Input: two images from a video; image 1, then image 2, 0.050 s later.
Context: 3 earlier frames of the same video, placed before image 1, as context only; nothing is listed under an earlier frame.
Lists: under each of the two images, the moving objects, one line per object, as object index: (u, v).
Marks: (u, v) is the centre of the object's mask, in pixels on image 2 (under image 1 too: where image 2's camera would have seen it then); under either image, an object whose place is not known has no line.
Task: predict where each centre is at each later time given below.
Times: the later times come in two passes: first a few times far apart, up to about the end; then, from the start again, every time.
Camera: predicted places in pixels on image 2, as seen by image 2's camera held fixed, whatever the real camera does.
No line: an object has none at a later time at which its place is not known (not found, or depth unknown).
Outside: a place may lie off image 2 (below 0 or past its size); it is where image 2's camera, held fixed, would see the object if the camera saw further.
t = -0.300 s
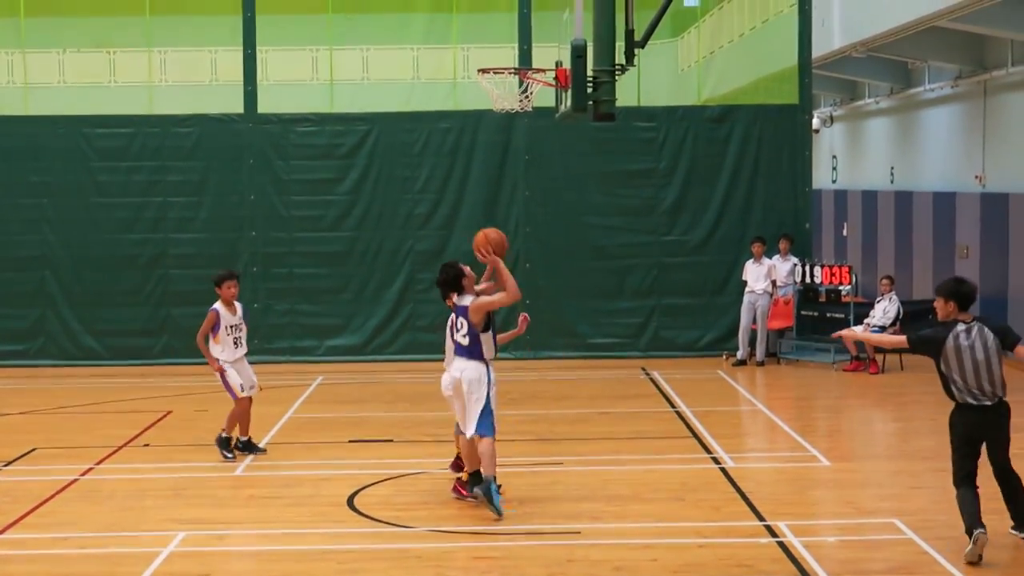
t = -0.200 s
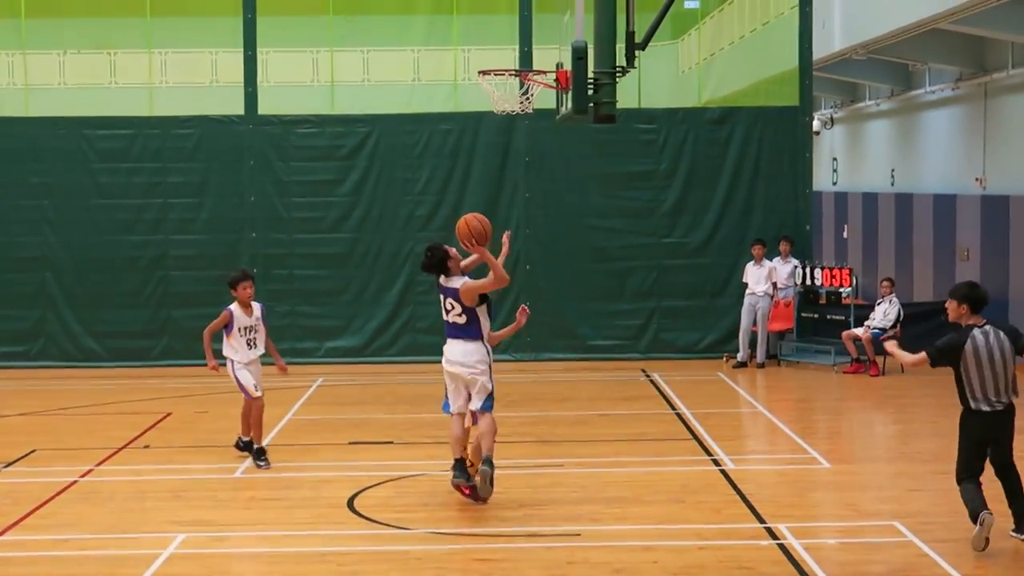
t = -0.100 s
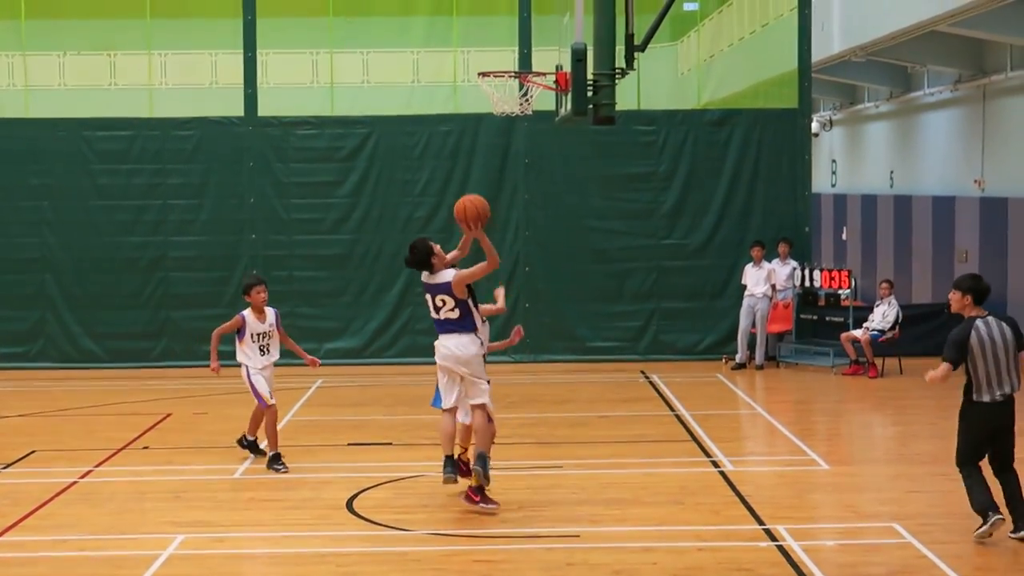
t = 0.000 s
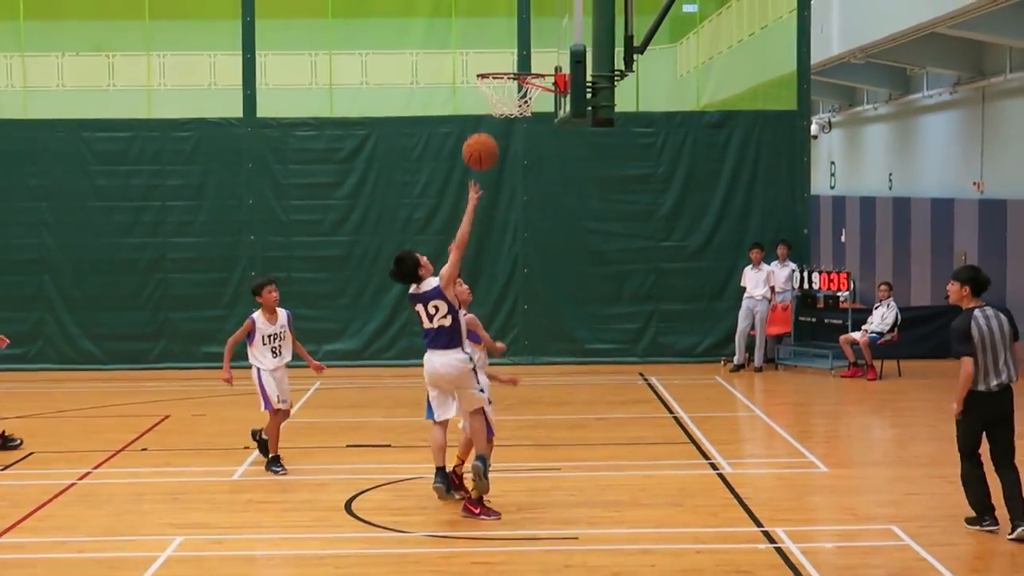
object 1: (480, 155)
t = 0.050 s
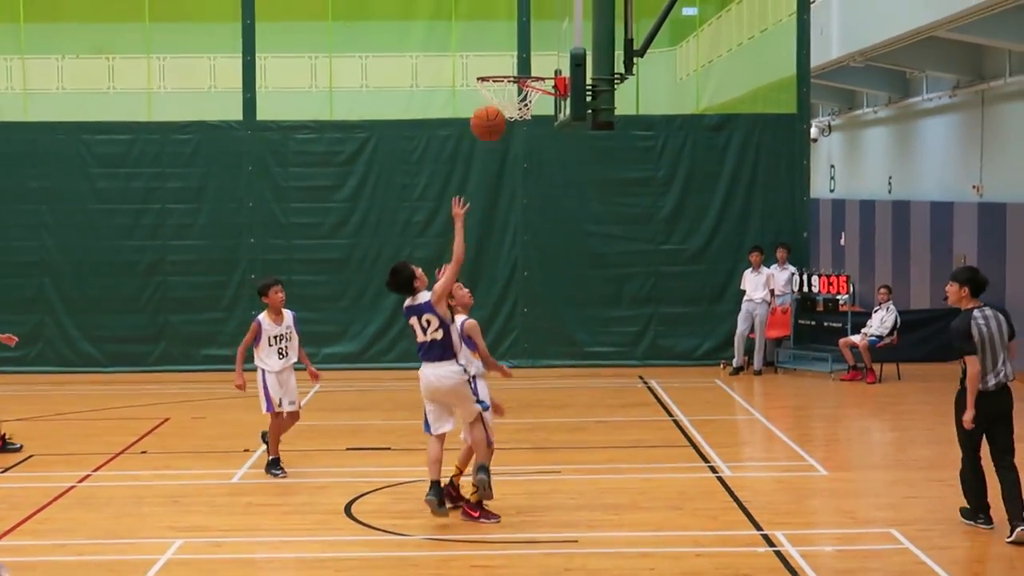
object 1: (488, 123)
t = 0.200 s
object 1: (512, 50)
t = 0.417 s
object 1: (544, 7)
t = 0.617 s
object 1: (527, 25)
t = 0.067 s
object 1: (491, 114)
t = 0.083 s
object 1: (494, 104)
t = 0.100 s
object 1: (496, 95)
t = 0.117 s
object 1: (499, 86)
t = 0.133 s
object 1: (502, 78)
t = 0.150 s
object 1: (504, 70)
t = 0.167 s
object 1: (507, 63)
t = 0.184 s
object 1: (509, 57)
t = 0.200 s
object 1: (512, 50)
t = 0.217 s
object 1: (515, 45)
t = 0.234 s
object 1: (517, 39)
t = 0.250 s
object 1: (520, 34)
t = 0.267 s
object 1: (522, 30)
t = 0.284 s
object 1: (525, 26)
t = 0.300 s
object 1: (527, 22)
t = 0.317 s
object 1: (530, 18)
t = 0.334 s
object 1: (532, 15)
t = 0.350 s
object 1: (534, 13)
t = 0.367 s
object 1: (537, 11)
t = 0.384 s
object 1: (539, 9)
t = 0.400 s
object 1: (542, 8)
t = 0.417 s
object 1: (544, 7)
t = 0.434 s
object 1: (546, 6)
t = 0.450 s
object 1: (548, 6)
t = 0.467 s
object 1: (547, 6)
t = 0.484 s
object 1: (545, 6)
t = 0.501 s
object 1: (542, 7)
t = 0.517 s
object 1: (540, 9)
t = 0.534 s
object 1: (537, 11)
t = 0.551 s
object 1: (536, 13)
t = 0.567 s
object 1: (533, 16)
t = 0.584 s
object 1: (531, 18)
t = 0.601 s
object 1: (529, 22)
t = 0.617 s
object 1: (527, 25)
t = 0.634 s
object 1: (525, 30)
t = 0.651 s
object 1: (522, 34)
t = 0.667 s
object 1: (520, 39)
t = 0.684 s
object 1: (518, 44)
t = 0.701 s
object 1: (515, 49)
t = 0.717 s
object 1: (513, 55)
